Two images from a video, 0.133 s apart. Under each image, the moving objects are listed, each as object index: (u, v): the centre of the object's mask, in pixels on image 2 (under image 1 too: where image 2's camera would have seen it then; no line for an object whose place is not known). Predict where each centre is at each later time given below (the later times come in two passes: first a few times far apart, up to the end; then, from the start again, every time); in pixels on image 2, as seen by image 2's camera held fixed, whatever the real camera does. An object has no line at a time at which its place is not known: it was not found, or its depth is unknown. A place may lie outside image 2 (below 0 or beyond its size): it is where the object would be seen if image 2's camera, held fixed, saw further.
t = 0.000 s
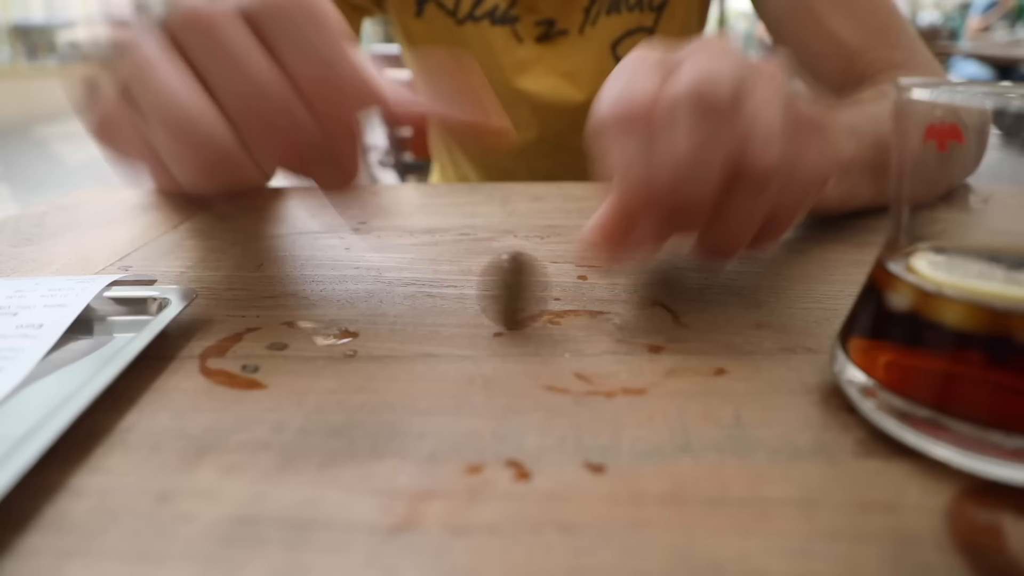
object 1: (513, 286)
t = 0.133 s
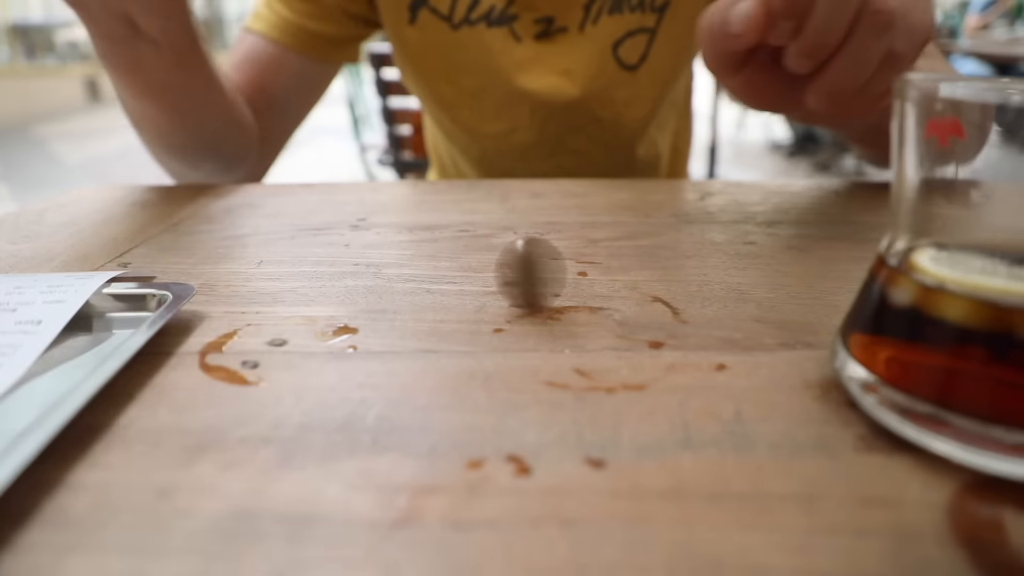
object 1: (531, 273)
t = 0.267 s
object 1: (579, 269)
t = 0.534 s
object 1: (746, 291)
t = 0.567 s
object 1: (769, 298)
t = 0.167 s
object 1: (537, 274)
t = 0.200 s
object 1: (554, 270)
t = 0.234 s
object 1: (564, 270)
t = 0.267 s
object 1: (579, 269)
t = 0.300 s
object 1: (599, 272)
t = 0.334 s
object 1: (611, 271)
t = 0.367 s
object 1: (634, 270)
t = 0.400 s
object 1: (657, 275)
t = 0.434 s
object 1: (673, 278)
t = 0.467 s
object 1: (695, 280)
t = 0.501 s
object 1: (723, 285)
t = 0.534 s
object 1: (746, 291)
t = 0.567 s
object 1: (769, 298)
